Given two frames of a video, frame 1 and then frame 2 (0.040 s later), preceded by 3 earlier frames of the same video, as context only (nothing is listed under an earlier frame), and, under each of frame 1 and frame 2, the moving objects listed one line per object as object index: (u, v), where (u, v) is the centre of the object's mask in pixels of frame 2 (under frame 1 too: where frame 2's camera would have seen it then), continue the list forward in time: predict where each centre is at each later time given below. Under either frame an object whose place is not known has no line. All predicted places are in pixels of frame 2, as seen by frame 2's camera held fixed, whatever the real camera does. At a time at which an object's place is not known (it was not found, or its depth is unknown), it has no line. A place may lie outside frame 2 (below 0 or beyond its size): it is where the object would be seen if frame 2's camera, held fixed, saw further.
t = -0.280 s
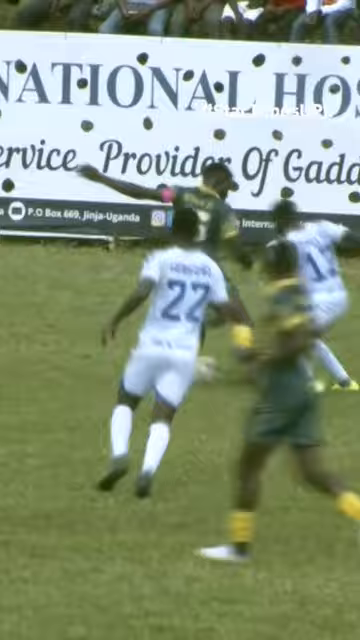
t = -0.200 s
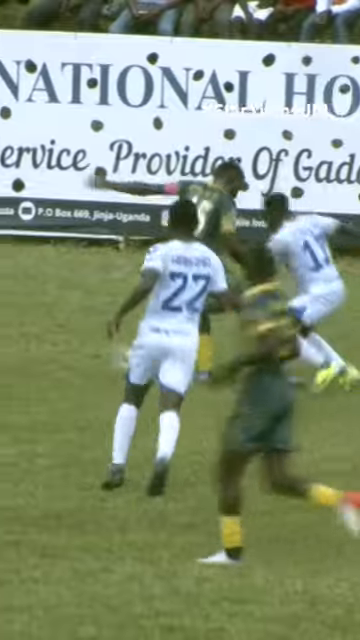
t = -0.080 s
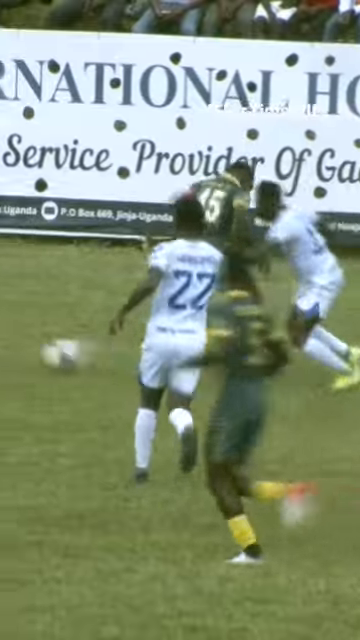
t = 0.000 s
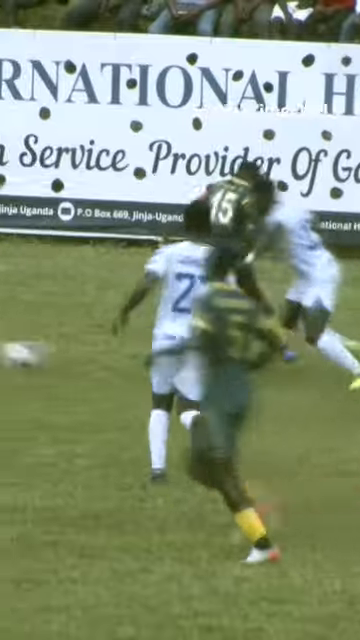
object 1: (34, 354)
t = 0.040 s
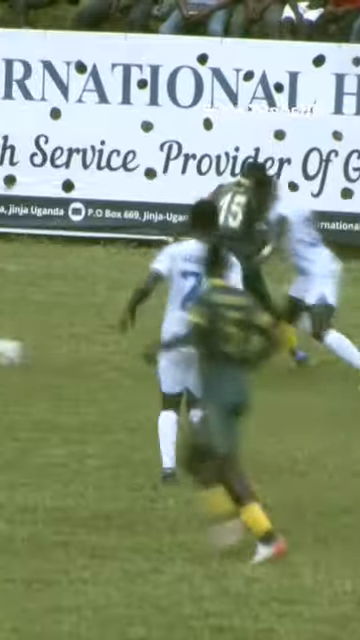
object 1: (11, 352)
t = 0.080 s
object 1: (-6, 349)
